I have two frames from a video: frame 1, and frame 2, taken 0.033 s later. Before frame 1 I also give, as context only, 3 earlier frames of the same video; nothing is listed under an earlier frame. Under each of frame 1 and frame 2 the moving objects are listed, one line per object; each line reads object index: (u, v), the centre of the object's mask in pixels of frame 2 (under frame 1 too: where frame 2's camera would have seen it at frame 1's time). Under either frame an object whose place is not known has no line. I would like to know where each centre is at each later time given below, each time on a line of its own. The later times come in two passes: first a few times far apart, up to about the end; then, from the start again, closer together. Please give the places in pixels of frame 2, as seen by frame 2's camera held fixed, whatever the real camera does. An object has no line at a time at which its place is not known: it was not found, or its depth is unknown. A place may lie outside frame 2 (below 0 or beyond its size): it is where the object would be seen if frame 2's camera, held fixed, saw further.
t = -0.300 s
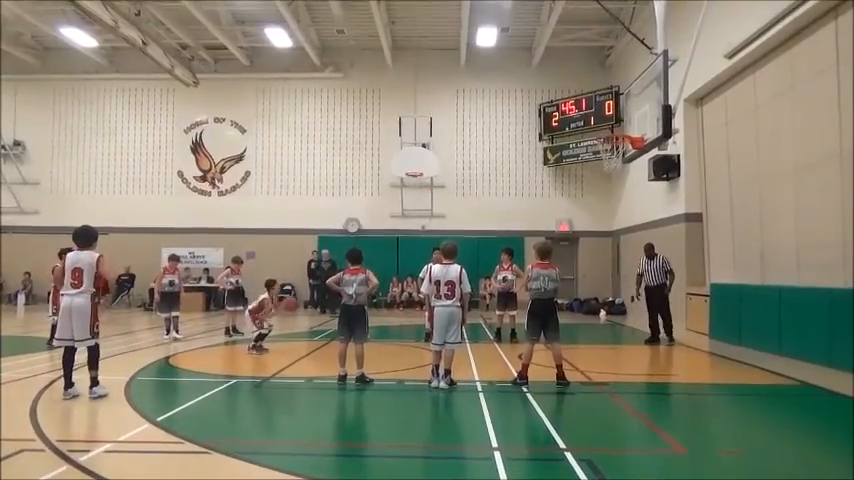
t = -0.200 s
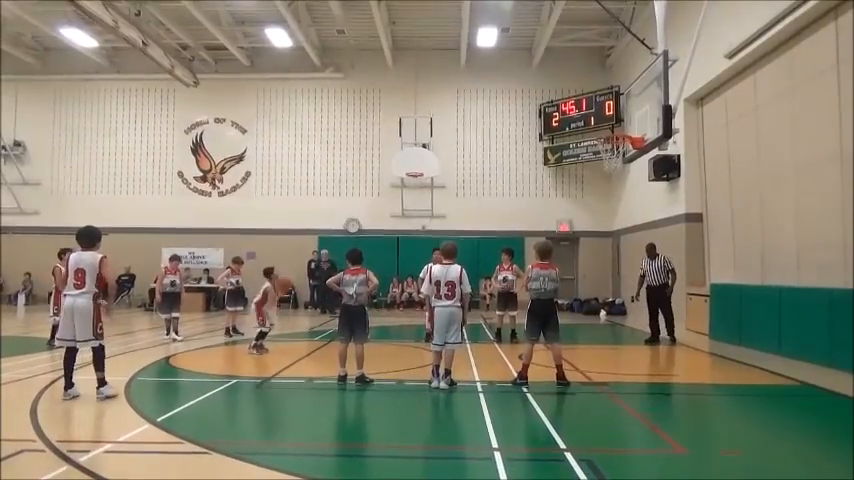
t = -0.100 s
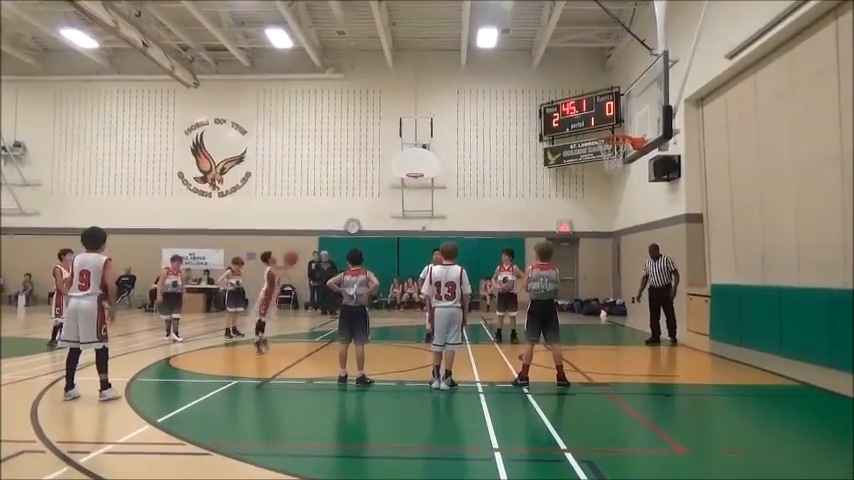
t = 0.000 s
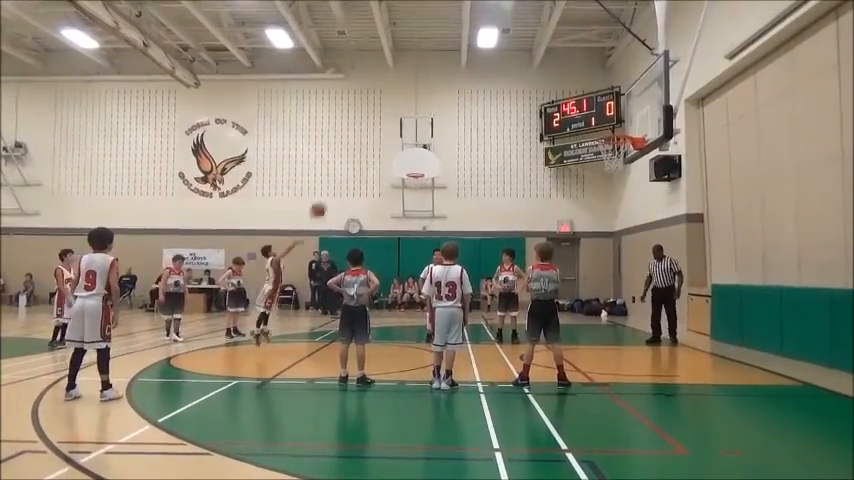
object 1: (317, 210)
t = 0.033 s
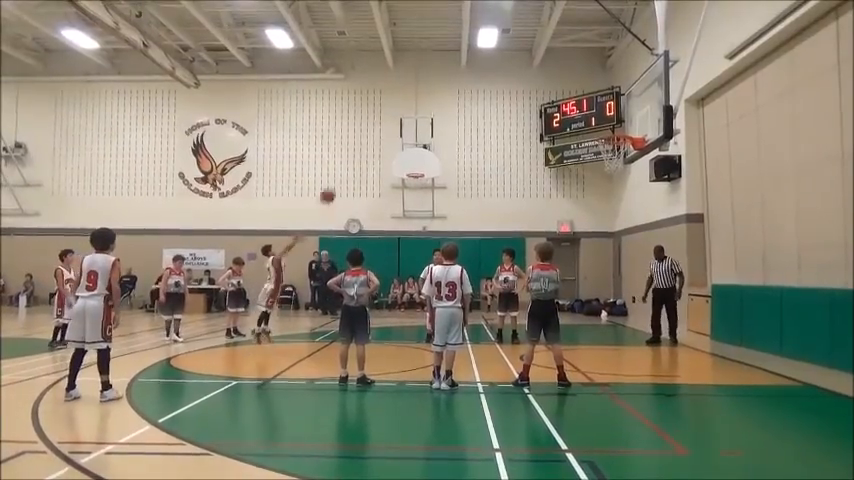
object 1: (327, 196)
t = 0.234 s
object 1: (382, 125)
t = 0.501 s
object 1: (456, 74)
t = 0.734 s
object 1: (519, 67)
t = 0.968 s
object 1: (583, 96)
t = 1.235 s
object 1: (636, 103)
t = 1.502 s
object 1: (629, 92)
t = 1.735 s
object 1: (609, 120)
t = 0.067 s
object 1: (336, 182)
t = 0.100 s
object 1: (345, 169)
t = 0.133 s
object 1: (355, 157)
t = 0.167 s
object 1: (364, 146)
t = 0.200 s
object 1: (373, 134)
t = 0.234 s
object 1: (382, 125)
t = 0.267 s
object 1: (391, 116)
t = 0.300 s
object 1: (401, 108)
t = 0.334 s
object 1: (410, 100)
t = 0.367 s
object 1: (419, 94)
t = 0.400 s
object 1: (428, 87)
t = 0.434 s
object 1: (437, 82)
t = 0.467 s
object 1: (447, 77)
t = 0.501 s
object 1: (456, 74)
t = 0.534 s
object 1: (465, 70)
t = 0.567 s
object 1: (474, 69)
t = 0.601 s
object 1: (483, 67)
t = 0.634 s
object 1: (493, 66)
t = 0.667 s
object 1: (502, 67)
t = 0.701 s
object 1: (511, 66)
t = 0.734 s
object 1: (519, 67)
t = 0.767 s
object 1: (529, 69)
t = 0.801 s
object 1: (538, 73)
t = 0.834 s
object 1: (548, 76)
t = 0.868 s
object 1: (557, 81)
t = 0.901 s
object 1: (566, 86)
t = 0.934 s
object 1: (576, 91)
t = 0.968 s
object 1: (583, 96)
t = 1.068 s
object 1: (613, 123)
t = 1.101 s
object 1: (617, 125)
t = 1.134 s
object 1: (623, 118)
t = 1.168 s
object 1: (626, 113)
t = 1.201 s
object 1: (631, 108)
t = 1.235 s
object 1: (636, 103)
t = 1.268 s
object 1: (640, 99)
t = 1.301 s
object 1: (644, 97)
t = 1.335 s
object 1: (642, 94)
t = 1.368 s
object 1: (639, 92)
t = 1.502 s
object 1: (629, 92)
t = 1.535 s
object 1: (627, 93)
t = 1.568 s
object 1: (624, 95)
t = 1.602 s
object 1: (621, 99)
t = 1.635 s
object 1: (619, 102)
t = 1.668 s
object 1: (616, 107)
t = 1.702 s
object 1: (614, 116)
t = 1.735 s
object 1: (609, 120)
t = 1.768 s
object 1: (609, 132)
